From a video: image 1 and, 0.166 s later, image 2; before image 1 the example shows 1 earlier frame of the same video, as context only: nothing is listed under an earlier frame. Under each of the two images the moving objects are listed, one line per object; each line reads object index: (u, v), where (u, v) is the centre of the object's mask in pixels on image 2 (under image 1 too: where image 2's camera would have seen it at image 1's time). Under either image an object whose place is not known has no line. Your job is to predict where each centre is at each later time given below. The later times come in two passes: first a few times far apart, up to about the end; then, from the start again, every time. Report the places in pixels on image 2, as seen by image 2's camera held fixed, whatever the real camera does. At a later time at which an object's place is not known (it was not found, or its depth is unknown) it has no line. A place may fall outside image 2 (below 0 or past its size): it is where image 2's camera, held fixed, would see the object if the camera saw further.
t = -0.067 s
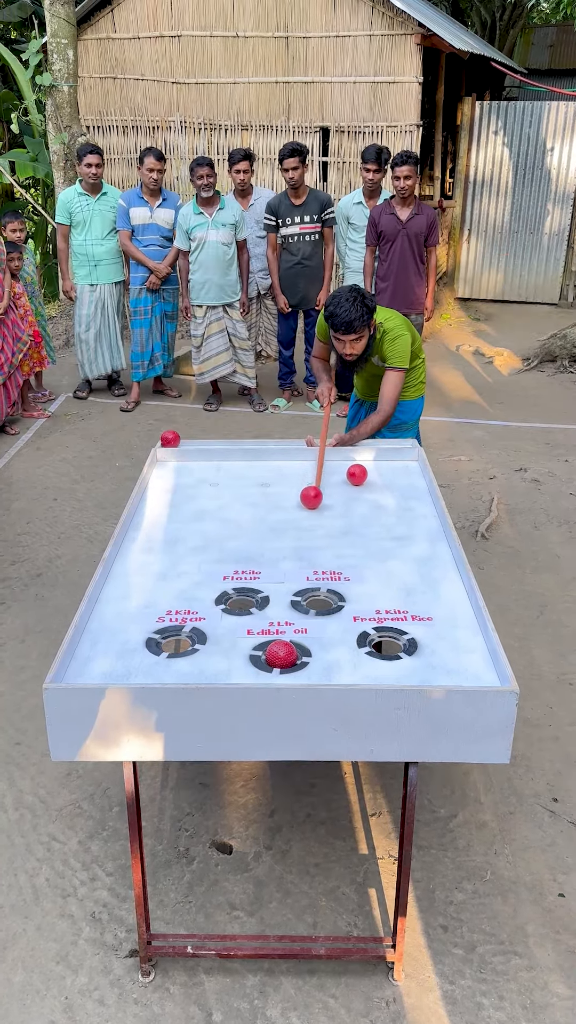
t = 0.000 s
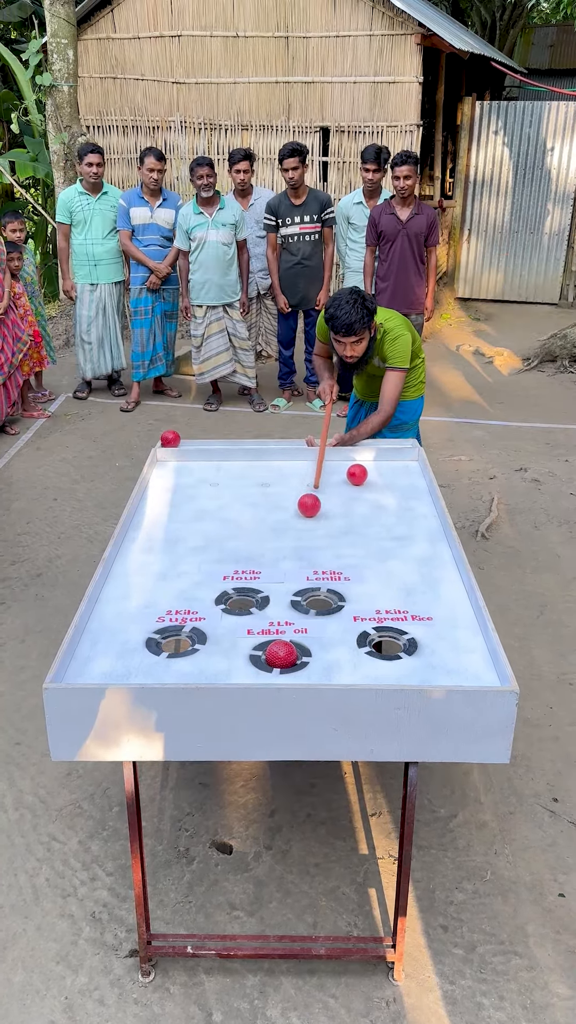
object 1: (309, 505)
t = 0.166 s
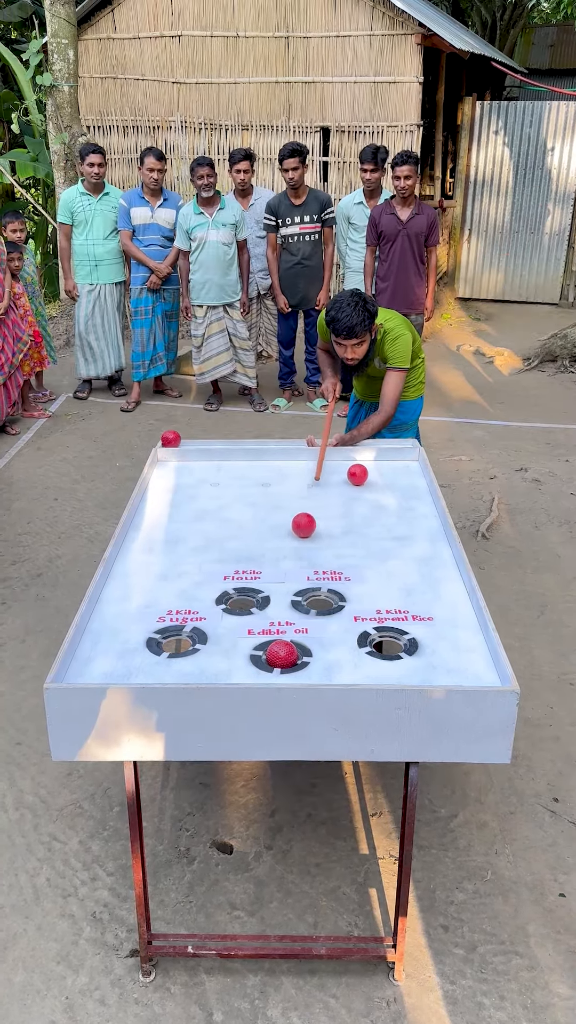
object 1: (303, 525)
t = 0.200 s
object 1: (302, 529)
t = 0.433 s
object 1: (291, 559)
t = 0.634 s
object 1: (280, 585)
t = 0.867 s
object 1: (263, 616)
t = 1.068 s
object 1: (245, 643)
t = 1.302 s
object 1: (221, 670)
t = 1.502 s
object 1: (209, 666)
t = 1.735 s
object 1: (194, 654)
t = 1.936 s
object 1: (182, 642)
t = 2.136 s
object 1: (175, 633)
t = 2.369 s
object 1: (182, 630)
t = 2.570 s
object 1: (176, 638)
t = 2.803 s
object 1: (176, 639)
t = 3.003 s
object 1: (176, 639)
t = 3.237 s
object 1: (176, 639)
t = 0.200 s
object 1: (302, 529)
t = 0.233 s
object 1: (301, 533)
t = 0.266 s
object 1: (299, 537)
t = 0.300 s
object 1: (298, 542)
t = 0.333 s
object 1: (296, 546)
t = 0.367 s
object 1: (295, 550)
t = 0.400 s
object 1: (293, 554)
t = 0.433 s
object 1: (291, 559)
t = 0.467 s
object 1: (289, 563)
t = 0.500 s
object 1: (288, 567)
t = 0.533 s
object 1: (286, 572)
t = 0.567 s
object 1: (284, 576)
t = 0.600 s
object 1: (282, 580)
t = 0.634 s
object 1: (280, 585)
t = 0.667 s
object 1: (278, 589)
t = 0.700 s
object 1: (275, 594)
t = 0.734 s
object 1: (273, 598)
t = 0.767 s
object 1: (270, 603)
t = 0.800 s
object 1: (268, 607)
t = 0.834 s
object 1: (266, 611)
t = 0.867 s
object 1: (263, 616)
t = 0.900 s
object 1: (260, 620)
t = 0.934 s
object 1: (257, 625)
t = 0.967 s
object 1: (255, 629)
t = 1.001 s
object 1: (251, 634)
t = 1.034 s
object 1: (248, 638)
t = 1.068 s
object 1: (245, 643)
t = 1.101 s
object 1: (242, 647)
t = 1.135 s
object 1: (239, 651)
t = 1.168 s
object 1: (235, 656)
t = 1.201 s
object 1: (232, 660)
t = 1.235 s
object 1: (229, 665)
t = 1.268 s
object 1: (225, 668)
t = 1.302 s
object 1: (221, 670)
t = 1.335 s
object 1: (218, 671)
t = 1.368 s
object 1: (217, 670)
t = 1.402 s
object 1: (215, 669)
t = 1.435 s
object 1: (213, 668)
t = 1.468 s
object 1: (210, 667)
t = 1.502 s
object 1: (209, 666)
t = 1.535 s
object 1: (207, 665)
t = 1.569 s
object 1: (205, 663)
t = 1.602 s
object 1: (202, 662)
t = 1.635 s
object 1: (200, 660)
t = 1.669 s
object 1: (198, 658)
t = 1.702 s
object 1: (196, 656)
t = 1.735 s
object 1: (194, 654)
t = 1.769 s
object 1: (192, 652)
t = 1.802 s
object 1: (190, 650)
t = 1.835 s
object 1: (188, 648)
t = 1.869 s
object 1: (186, 646)
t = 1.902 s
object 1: (184, 644)
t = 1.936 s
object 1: (182, 642)
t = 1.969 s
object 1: (180, 640)
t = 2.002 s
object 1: (178, 638)
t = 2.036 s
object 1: (176, 638)
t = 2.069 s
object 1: (174, 637)
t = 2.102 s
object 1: (173, 637)
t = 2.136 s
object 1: (175, 633)
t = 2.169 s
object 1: (180, 629)
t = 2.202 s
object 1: (184, 626)
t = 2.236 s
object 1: (186, 624)
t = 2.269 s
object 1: (186, 624)
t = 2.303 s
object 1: (186, 625)
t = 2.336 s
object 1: (184, 627)
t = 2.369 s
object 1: (182, 630)
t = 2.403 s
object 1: (178, 636)
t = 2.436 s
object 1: (176, 638)
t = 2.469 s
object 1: (176, 638)
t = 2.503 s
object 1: (176, 638)
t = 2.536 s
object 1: (176, 639)
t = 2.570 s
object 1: (176, 638)
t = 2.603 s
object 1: (176, 638)
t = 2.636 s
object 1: (176, 638)
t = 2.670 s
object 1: (176, 638)
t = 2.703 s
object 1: (176, 638)
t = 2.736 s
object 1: (176, 638)
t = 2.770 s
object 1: (176, 638)
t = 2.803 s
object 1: (176, 639)
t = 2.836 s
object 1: (176, 639)
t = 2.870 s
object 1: (176, 639)
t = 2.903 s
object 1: (176, 639)
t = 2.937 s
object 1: (176, 639)
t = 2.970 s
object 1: (176, 639)
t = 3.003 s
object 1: (176, 639)
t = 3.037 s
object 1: (176, 639)
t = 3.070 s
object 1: (176, 638)
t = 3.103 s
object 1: (176, 639)
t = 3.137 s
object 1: (176, 639)
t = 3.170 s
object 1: (176, 639)
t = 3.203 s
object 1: (176, 639)
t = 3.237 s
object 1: (176, 639)
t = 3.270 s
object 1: (176, 639)
